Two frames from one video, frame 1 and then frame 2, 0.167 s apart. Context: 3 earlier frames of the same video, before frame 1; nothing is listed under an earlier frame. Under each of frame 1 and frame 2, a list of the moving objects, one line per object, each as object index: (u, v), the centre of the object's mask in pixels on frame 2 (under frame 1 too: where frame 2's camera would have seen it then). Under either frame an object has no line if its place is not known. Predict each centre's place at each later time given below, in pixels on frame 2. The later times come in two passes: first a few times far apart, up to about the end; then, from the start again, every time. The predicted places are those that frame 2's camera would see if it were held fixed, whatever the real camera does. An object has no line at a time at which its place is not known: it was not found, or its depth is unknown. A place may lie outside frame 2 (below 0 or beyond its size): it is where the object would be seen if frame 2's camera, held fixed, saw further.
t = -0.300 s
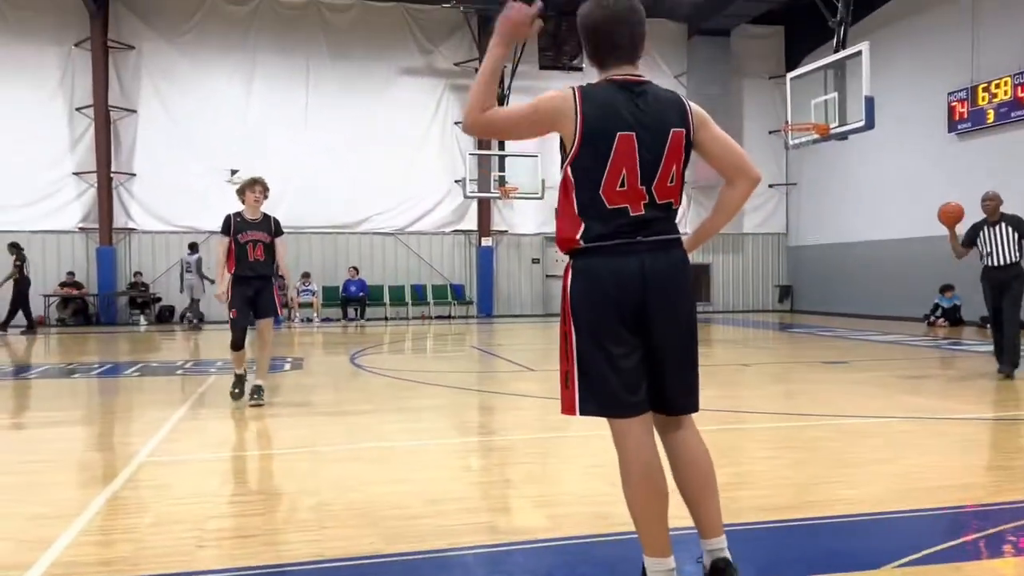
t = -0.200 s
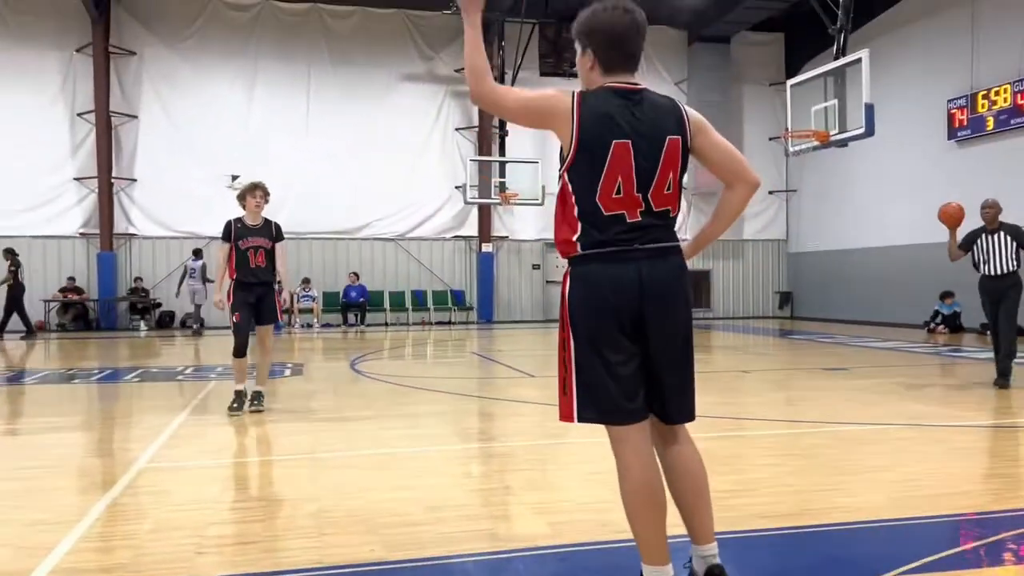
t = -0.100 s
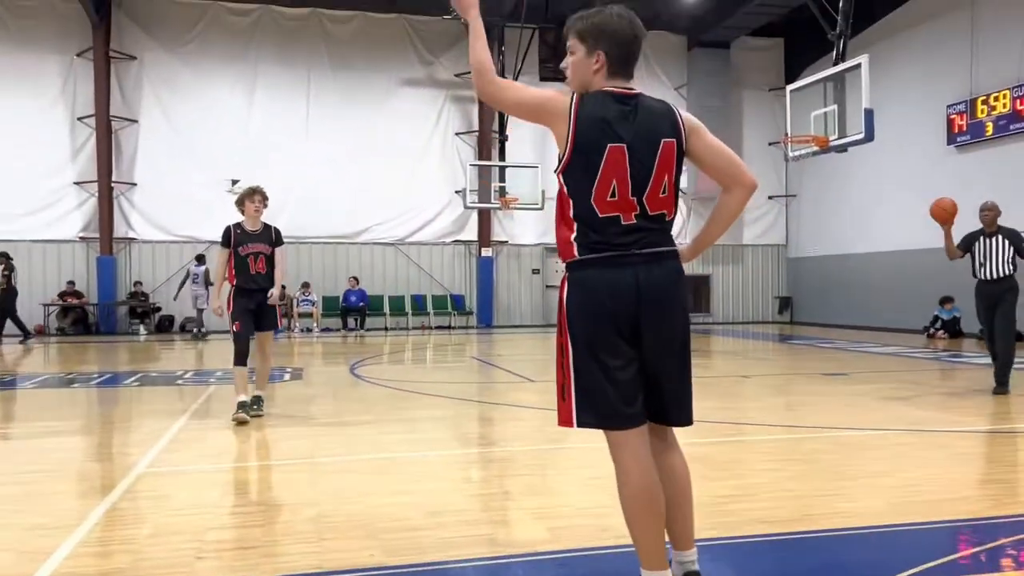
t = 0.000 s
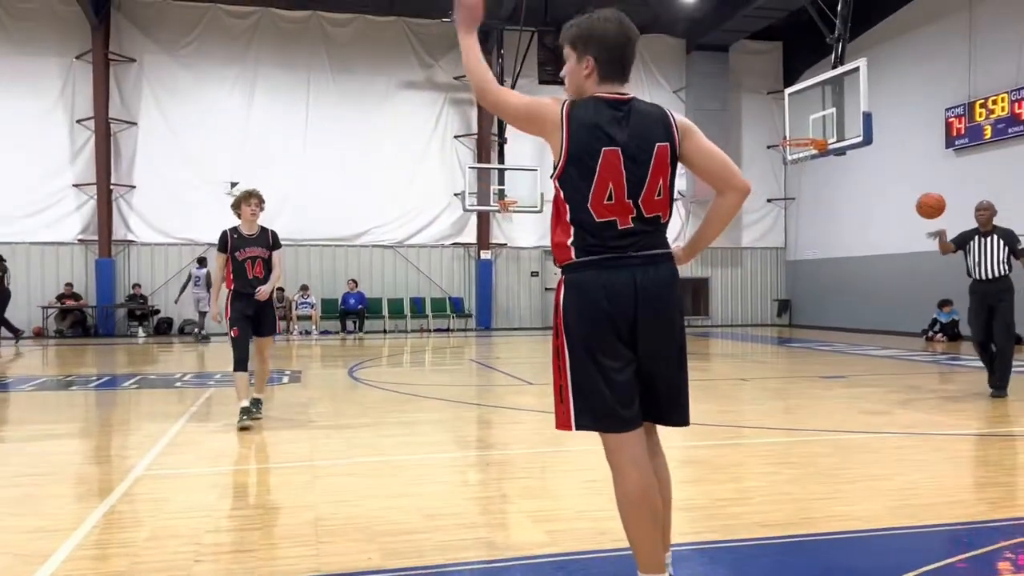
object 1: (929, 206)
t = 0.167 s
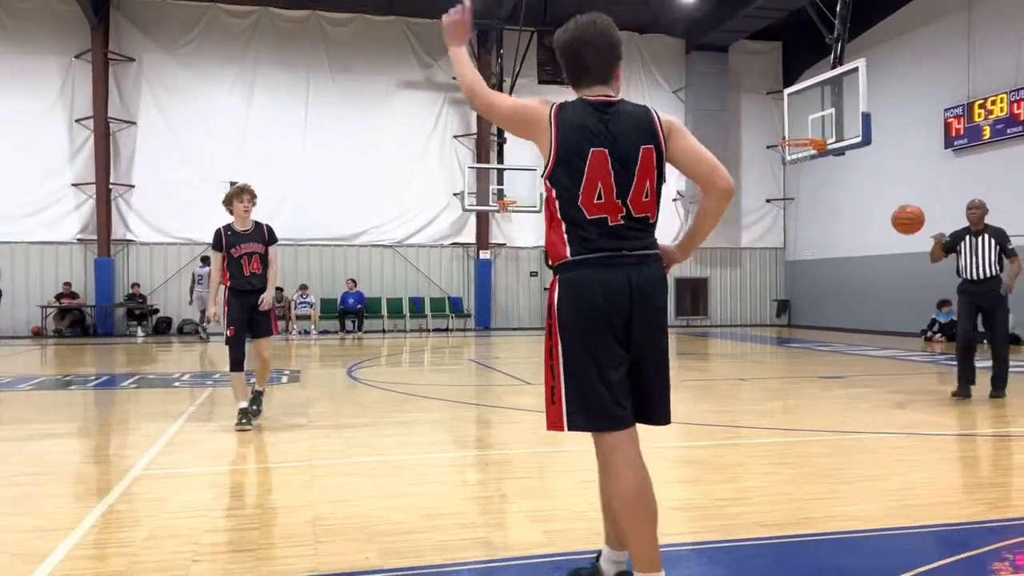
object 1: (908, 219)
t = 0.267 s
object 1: (893, 247)
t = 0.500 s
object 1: (848, 403)
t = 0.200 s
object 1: (903, 227)
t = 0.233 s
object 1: (898, 236)
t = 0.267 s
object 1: (893, 247)
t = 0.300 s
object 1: (887, 261)
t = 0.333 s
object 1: (882, 278)
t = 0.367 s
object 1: (876, 296)
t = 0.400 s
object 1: (870, 317)
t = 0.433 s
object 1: (863, 342)
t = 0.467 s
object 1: (855, 372)
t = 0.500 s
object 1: (848, 403)
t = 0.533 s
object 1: (840, 440)
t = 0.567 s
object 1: (834, 444)
